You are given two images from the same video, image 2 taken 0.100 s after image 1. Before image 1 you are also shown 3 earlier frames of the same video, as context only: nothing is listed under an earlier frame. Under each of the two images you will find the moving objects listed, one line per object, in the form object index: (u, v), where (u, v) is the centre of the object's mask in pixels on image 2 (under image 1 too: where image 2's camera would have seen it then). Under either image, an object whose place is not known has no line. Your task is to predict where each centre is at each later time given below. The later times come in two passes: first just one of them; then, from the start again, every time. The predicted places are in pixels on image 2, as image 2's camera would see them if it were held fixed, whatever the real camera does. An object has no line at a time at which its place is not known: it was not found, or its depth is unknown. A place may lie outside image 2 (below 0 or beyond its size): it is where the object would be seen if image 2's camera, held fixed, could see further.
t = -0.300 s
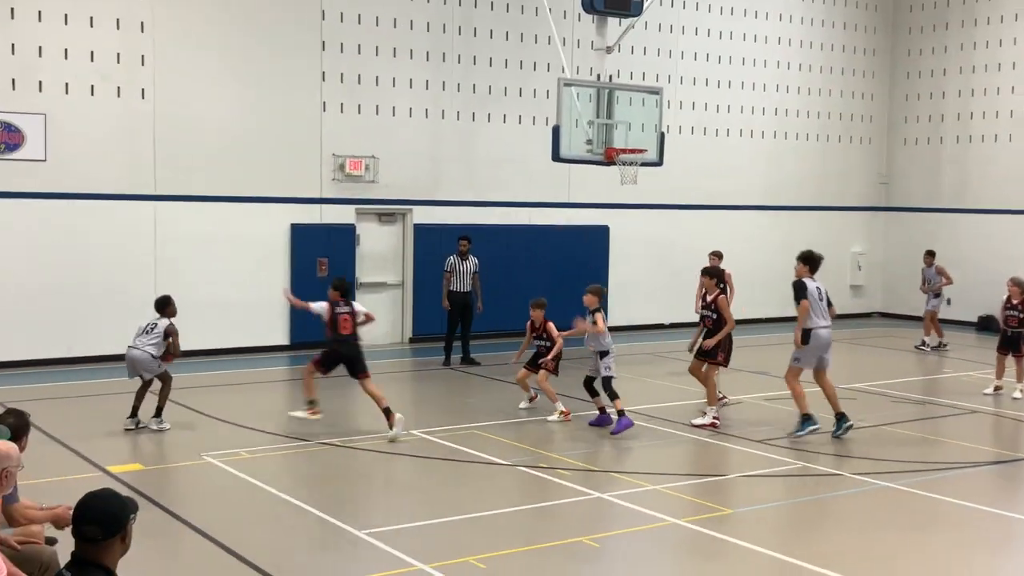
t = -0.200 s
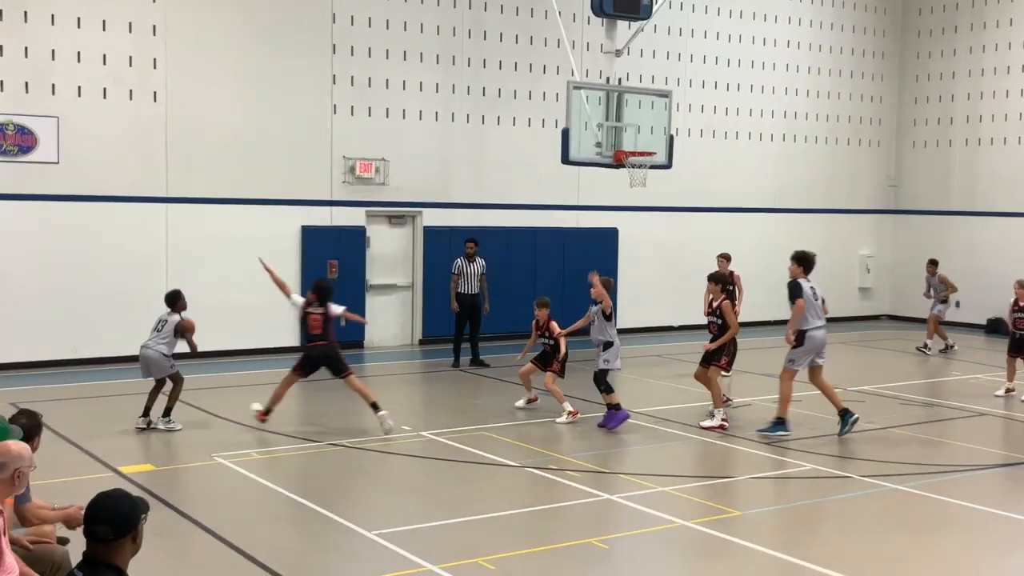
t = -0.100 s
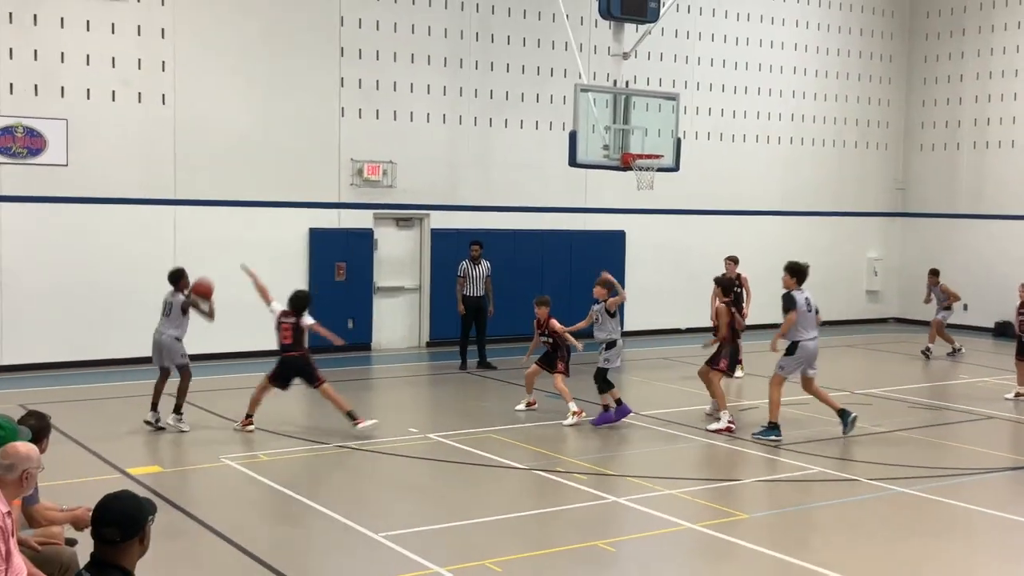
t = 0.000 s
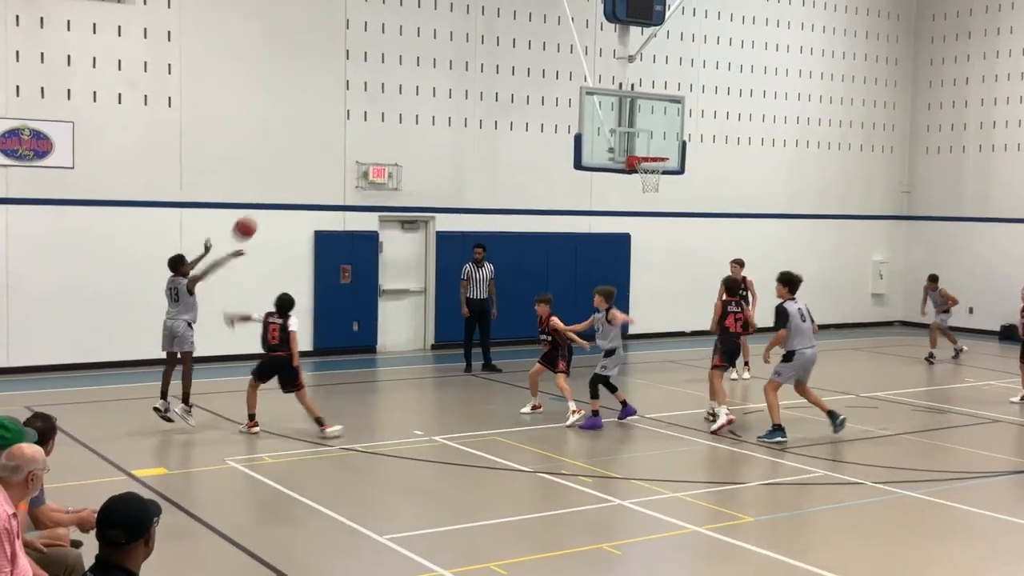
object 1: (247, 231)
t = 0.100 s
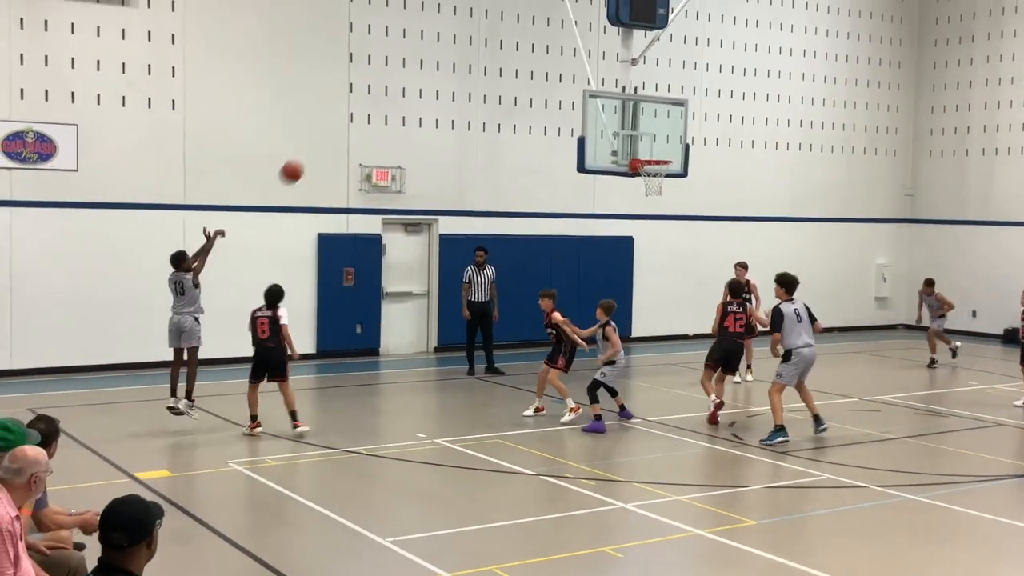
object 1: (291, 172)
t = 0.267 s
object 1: (358, 99)
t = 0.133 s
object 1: (306, 154)
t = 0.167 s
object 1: (319, 139)
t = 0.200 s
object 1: (333, 124)
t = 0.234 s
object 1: (346, 111)
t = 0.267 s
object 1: (358, 99)
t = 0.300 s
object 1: (371, 87)
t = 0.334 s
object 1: (384, 77)
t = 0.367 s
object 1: (396, 69)
